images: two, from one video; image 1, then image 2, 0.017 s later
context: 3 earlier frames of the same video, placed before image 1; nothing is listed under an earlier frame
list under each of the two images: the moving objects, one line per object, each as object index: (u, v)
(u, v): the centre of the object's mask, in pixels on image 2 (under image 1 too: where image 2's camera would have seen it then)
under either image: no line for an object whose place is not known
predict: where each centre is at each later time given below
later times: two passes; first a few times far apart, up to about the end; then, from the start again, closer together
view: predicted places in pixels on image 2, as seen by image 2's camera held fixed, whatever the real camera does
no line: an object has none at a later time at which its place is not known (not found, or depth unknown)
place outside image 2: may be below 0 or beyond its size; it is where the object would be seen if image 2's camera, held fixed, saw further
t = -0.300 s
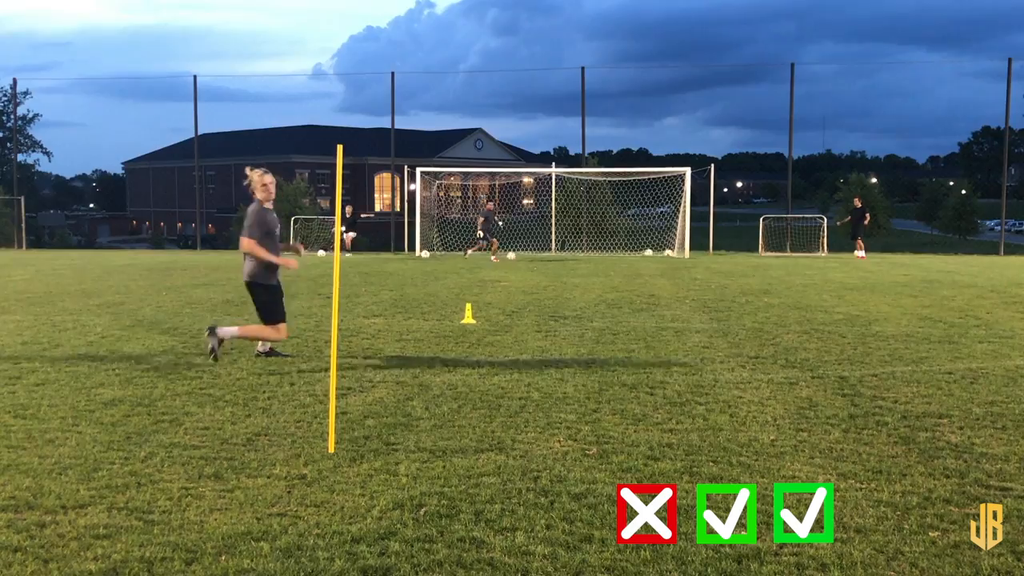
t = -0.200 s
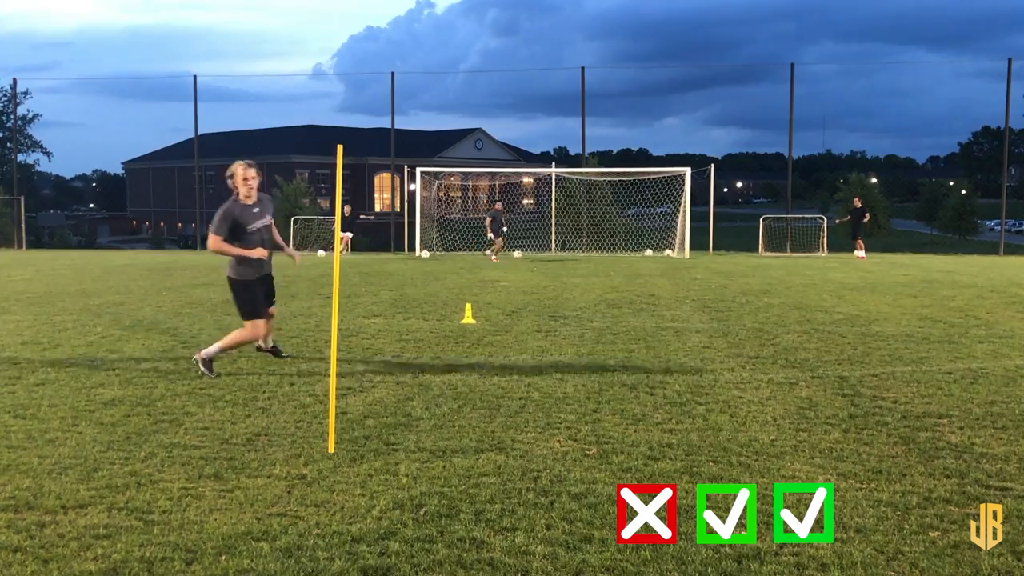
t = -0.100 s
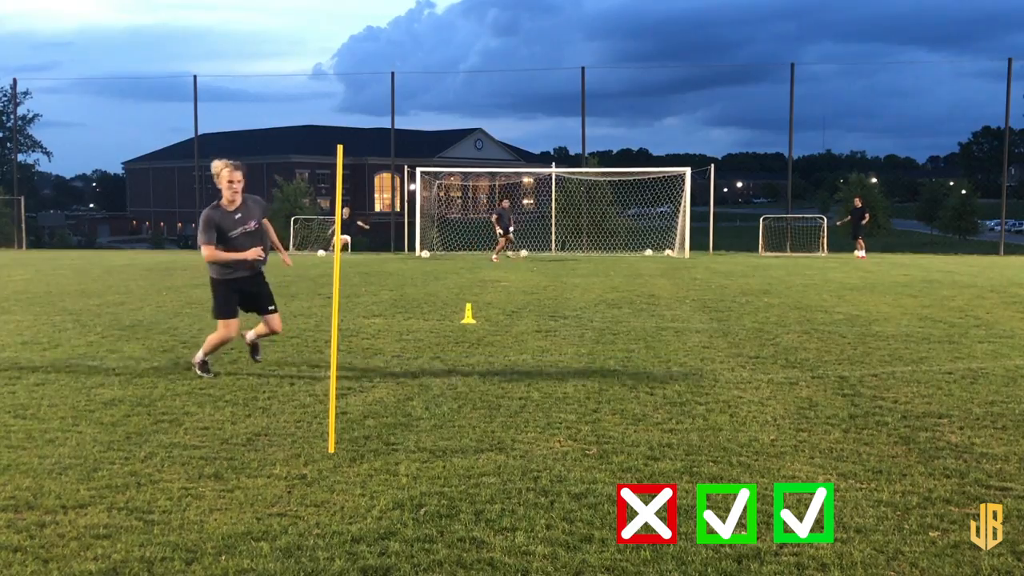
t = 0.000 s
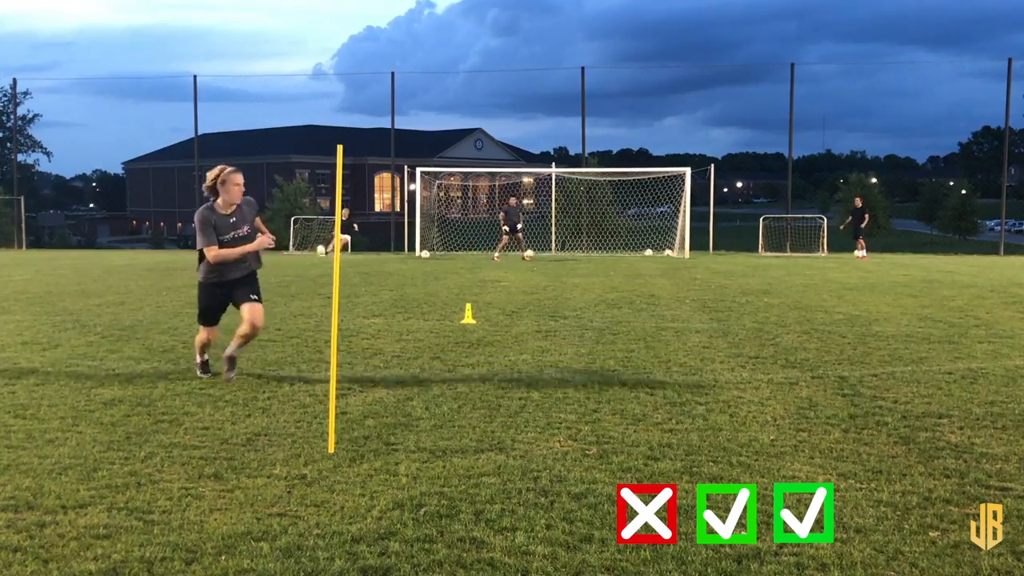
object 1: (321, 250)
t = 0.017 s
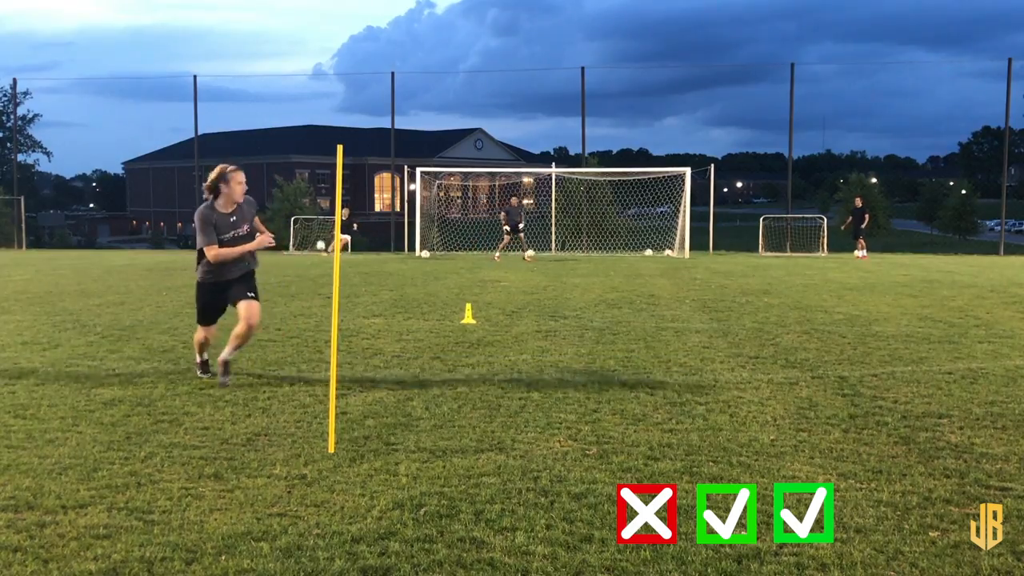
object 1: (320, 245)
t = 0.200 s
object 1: (318, 199)
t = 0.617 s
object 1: (310, 99)
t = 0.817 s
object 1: (305, 61)
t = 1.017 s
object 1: (298, 32)
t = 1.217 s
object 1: (287, 19)
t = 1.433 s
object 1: (271, 31)
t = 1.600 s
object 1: (253, 65)
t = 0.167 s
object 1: (318, 208)
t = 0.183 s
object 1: (318, 203)
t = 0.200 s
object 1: (318, 199)
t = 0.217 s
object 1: (317, 195)
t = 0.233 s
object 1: (317, 191)
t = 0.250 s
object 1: (317, 186)
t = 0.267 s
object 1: (317, 182)
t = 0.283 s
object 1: (316, 178)
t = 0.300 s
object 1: (316, 174)
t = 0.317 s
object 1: (316, 170)
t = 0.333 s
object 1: (316, 166)
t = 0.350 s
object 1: (316, 162)
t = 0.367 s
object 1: (315, 158)
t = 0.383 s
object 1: (315, 154)
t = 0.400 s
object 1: (314, 149)
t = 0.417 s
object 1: (314, 145)
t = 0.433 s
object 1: (314, 141)
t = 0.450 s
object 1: (313, 137)
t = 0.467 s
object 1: (313, 134)
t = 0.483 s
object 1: (313, 130)
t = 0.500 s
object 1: (313, 126)
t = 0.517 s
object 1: (312, 122)
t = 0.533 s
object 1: (312, 118)
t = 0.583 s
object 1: (311, 107)
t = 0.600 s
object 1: (310, 103)
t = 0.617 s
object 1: (310, 99)
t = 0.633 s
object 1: (310, 96)
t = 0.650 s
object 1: (309, 93)
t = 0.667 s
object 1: (309, 89)
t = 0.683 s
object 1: (309, 86)
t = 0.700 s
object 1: (308, 82)
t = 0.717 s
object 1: (308, 79)
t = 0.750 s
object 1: (307, 73)
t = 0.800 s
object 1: (306, 64)
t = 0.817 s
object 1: (305, 61)
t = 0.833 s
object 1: (304, 58)
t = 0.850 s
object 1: (304, 56)
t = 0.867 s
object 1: (303, 52)
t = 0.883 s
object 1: (302, 50)
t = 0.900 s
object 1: (302, 48)
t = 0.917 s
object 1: (302, 46)
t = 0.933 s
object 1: (301, 42)
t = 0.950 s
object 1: (301, 41)
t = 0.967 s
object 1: (300, 39)
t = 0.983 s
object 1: (299, 36)
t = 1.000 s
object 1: (299, 34)
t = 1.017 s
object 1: (298, 32)
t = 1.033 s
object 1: (297, 32)
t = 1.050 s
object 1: (296, 29)
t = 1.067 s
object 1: (295, 28)
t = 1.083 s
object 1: (294, 27)
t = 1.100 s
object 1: (294, 25)
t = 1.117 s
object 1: (293, 24)
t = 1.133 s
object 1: (292, 22)
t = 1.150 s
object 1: (291, 22)
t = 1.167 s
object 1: (290, 21)
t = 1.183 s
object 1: (290, 20)
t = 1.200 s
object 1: (288, 19)
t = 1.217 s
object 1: (287, 19)
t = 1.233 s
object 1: (286, 18)
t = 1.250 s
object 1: (285, 19)
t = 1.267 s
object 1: (284, 19)
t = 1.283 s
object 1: (283, 19)
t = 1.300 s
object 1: (282, 20)
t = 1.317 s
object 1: (281, 20)
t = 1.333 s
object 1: (279, 21)
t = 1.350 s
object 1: (278, 21)
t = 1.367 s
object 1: (276, 23)
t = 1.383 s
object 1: (275, 25)
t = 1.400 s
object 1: (274, 26)
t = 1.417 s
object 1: (273, 28)
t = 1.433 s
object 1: (271, 31)
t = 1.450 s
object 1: (270, 33)
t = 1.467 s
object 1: (268, 35)
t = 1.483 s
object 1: (266, 38)
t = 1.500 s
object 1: (265, 40)
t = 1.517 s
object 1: (263, 43)
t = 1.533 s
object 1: (261, 47)
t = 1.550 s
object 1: (259, 51)
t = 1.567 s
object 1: (257, 55)
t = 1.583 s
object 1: (255, 61)
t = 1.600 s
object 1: (253, 65)
